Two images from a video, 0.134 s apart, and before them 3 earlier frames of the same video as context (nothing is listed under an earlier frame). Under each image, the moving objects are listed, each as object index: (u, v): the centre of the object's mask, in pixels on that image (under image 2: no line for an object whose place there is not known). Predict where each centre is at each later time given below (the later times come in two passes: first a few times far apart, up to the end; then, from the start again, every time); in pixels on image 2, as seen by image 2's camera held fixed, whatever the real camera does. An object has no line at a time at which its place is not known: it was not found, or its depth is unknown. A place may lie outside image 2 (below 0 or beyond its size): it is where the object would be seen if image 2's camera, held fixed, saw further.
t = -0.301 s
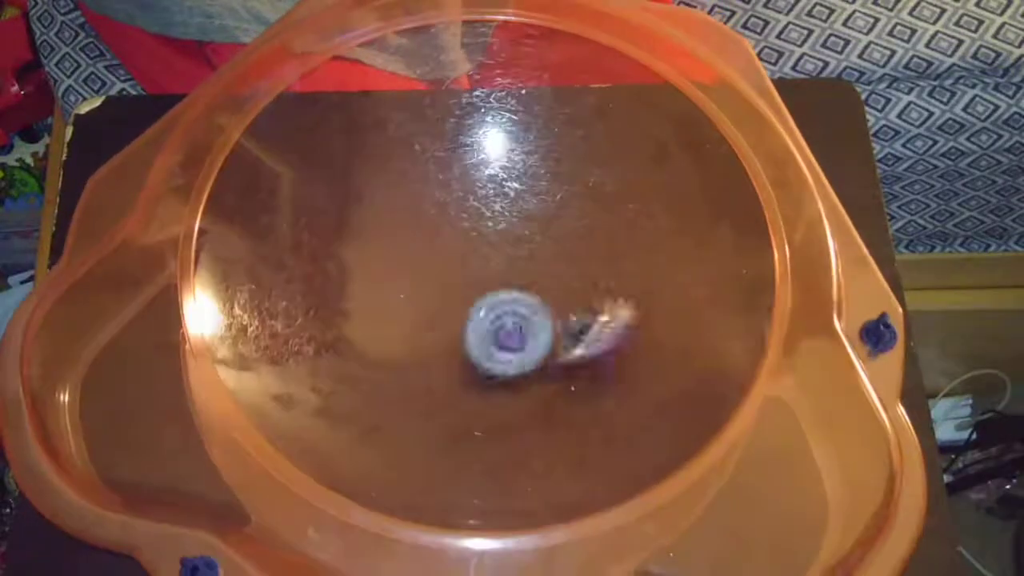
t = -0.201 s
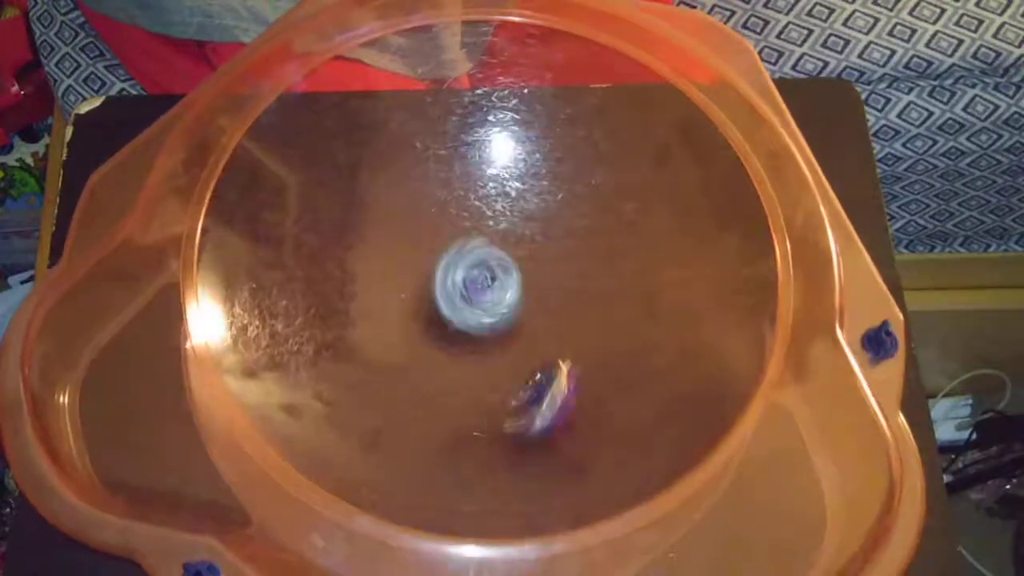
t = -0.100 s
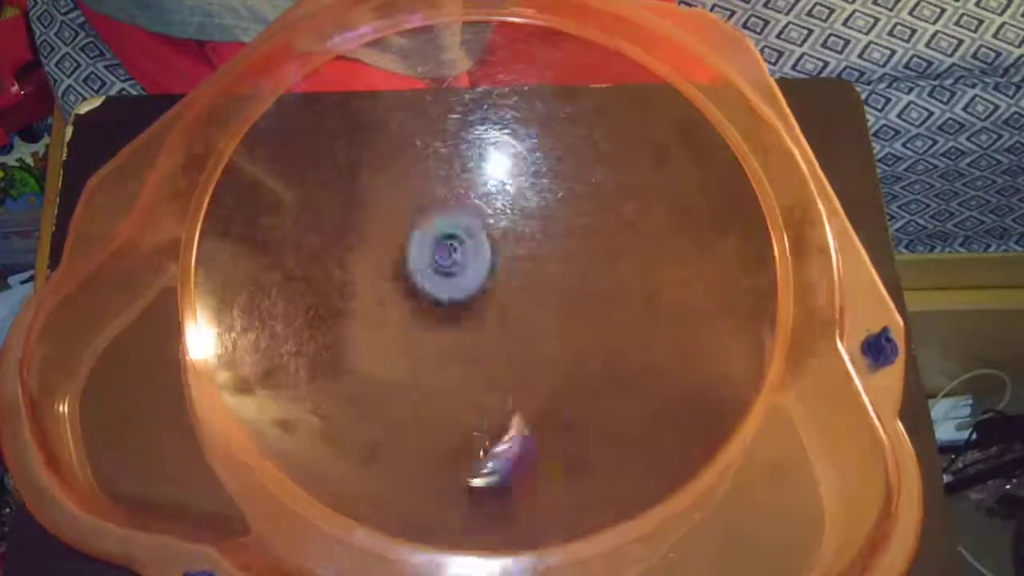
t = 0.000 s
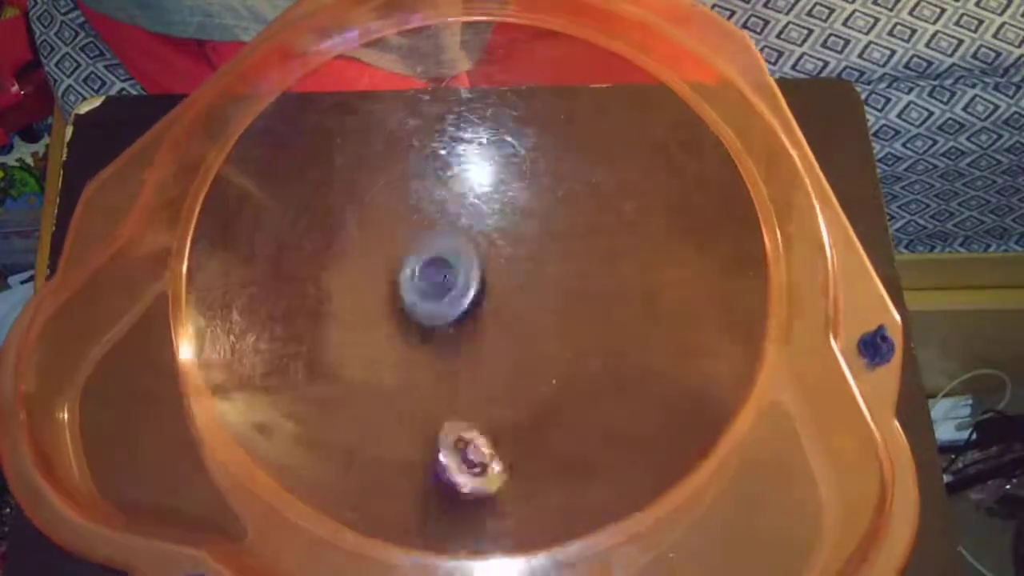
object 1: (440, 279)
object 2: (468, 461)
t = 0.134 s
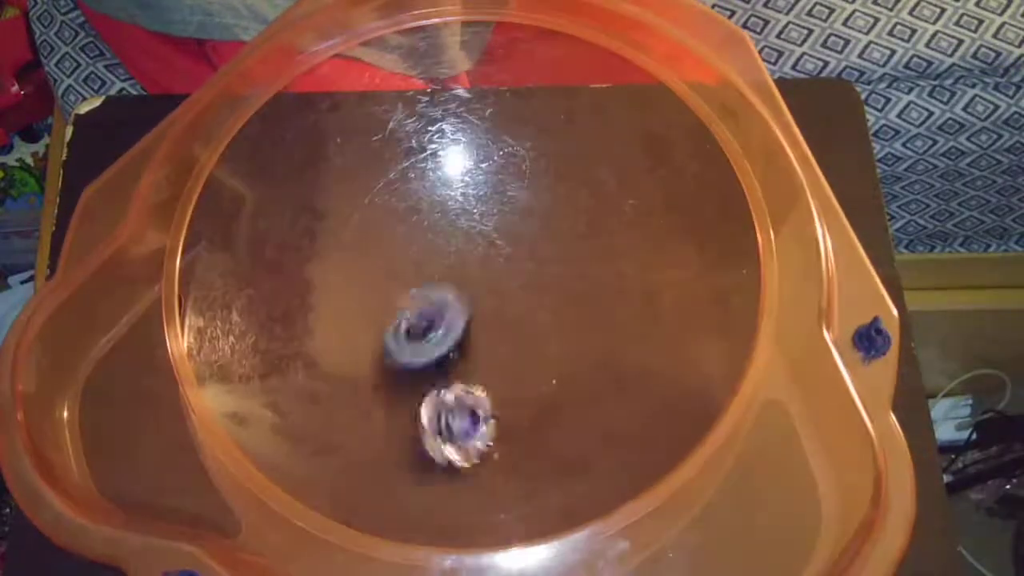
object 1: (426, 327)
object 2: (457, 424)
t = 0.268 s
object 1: (405, 322)
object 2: (481, 431)
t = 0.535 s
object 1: (464, 337)
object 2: (478, 412)
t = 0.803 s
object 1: (552, 328)
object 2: (470, 385)
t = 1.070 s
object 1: (550, 337)
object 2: (475, 381)
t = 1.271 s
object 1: (548, 340)
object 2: (475, 380)
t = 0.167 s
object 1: (422, 339)
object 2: (457, 417)
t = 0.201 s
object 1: (415, 332)
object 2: (466, 423)
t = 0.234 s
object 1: (410, 329)
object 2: (473, 428)
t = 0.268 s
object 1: (405, 322)
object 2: (481, 431)
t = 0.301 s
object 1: (406, 319)
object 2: (487, 432)
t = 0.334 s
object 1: (403, 323)
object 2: (493, 432)
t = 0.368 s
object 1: (407, 323)
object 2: (496, 432)
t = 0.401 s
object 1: (418, 325)
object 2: (502, 431)
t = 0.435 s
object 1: (428, 327)
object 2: (503, 427)
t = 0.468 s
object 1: (443, 333)
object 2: (500, 426)
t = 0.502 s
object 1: (454, 338)
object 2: (488, 416)
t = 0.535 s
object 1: (464, 337)
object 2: (478, 412)
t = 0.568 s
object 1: (481, 334)
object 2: (468, 417)
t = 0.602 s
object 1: (496, 328)
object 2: (462, 412)
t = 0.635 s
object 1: (511, 323)
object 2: (461, 408)
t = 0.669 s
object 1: (522, 320)
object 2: (458, 404)
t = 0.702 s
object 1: (534, 319)
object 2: (461, 398)
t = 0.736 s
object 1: (541, 321)
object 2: (464, 392)
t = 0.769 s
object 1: (547, 324)
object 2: (466, 389)
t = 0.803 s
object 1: (552, 328)
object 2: (470, 385)
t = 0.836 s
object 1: (553, 331)
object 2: (472, 383)
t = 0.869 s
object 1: (552, 333)
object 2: (474, 382)
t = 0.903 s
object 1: (550, 333)
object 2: (475, 381)
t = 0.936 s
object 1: (550, 334)
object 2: (476, 381)
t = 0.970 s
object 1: (550, 334)
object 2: (476, 381)
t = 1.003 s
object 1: (550, 335)
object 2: (476, 381)
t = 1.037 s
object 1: (550, 336)
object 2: (475, 381)
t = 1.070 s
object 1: (550, 337)
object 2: (475, 381)
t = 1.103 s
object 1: (550, 339)
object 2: (475, 380)
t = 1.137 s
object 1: (551, 342)
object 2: (475, 380)
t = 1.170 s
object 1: (550, 342)
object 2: (475, 380)
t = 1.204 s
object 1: (549, 341)
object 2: (475, 380)
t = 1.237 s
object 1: (548, 341)
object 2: (475, 380)
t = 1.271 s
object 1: (548, 340)
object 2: (475, 380)
